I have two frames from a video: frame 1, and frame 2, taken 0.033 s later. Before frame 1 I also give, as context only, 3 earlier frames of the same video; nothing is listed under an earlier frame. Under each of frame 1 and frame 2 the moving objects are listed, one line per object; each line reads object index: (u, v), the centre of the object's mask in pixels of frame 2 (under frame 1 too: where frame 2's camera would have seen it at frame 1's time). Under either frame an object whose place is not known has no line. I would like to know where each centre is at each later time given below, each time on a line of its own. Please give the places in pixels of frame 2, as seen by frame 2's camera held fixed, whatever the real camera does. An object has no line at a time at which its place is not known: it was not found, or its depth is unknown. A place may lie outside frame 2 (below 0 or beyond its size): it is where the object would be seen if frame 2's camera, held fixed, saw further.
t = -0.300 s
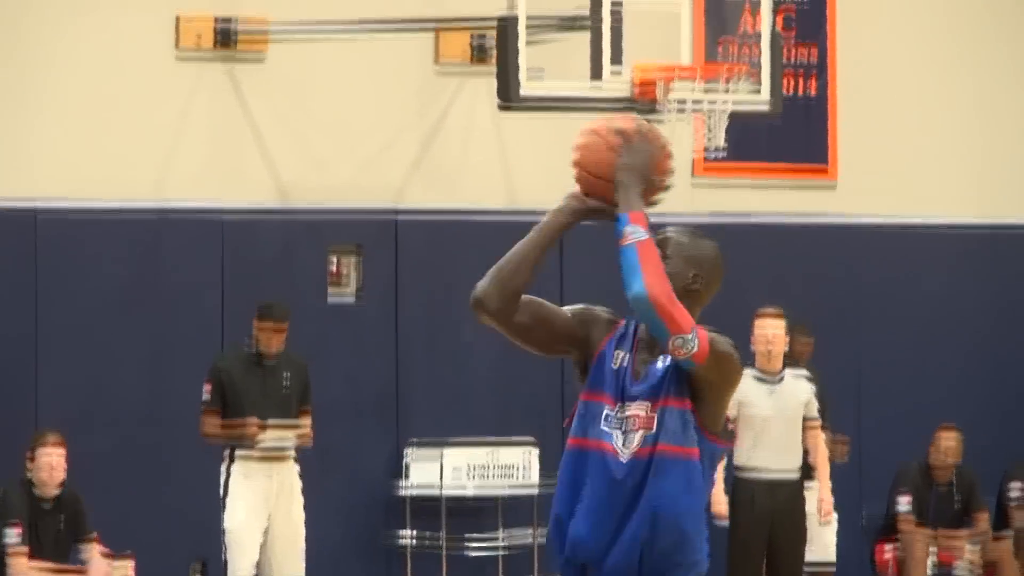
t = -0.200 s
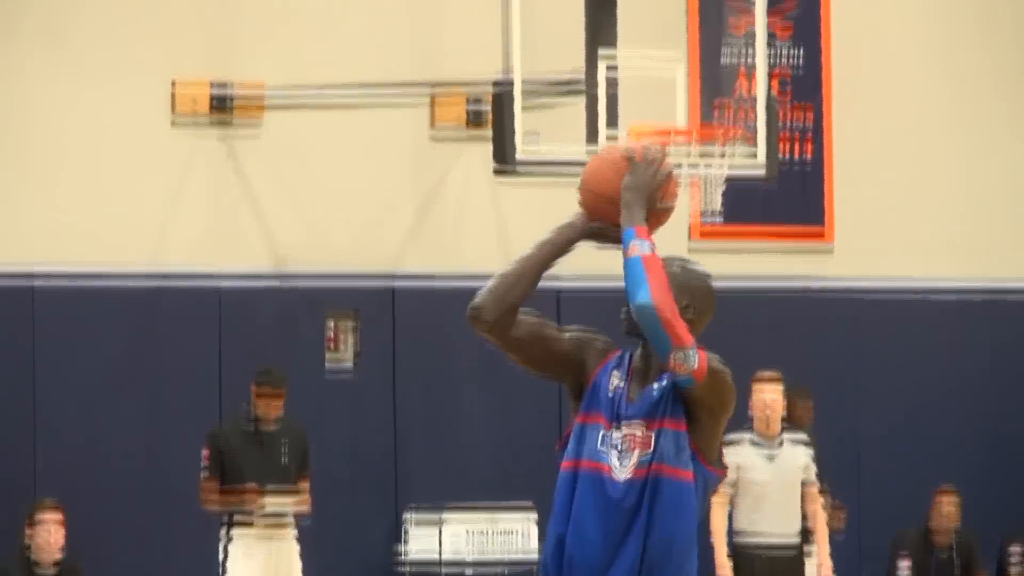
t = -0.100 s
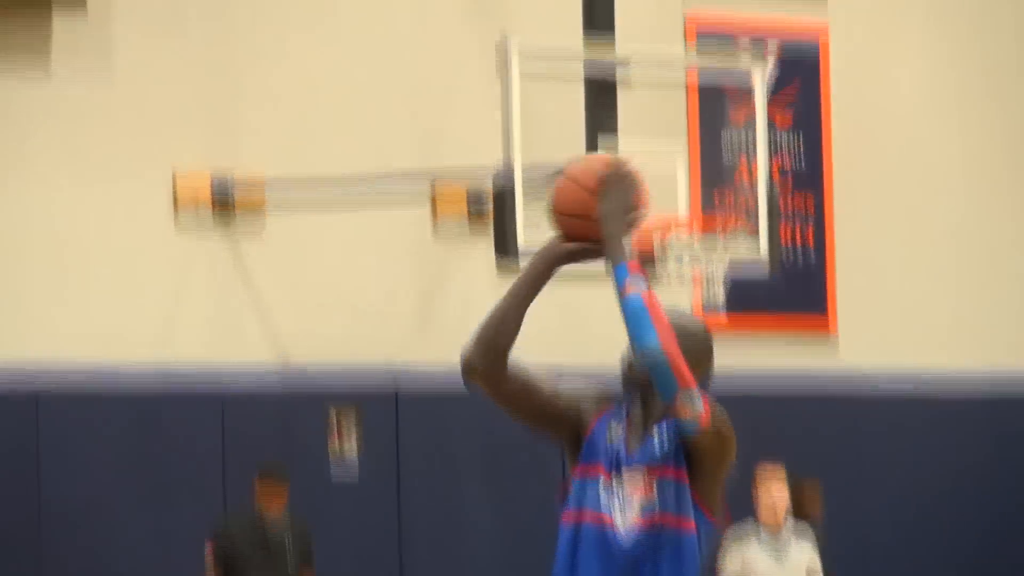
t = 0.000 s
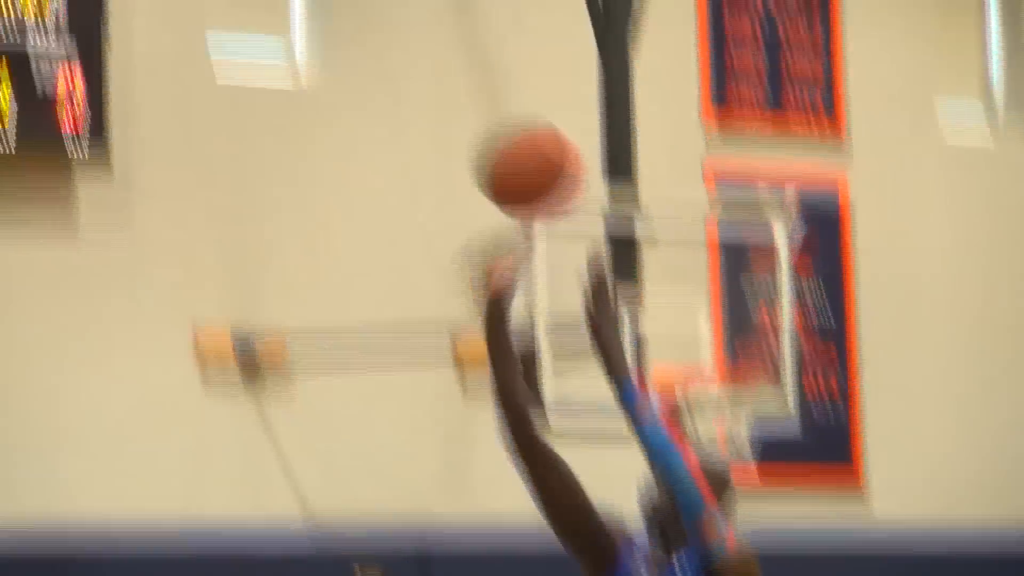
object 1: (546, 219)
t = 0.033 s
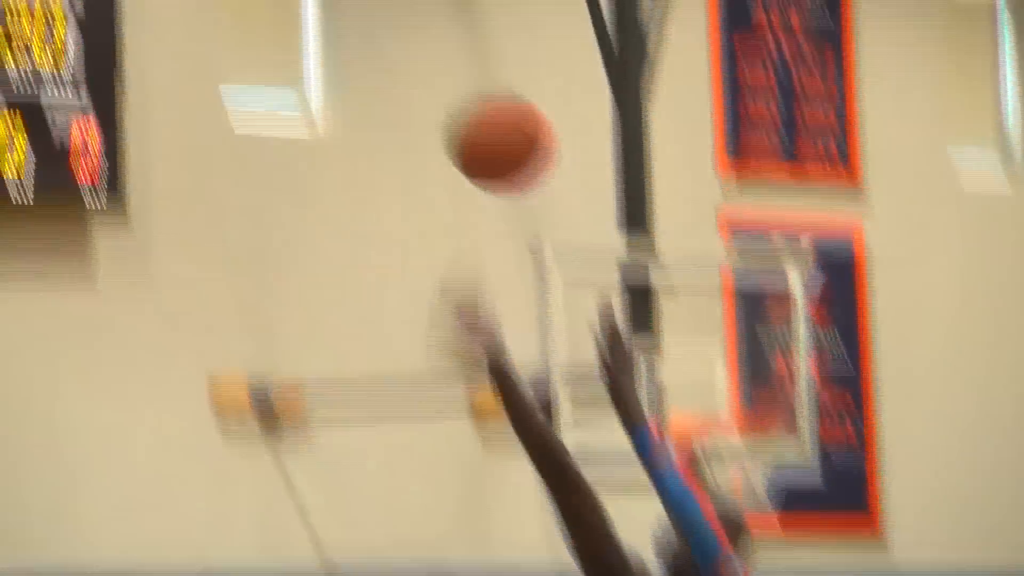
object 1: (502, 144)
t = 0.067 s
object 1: (455, 66)
